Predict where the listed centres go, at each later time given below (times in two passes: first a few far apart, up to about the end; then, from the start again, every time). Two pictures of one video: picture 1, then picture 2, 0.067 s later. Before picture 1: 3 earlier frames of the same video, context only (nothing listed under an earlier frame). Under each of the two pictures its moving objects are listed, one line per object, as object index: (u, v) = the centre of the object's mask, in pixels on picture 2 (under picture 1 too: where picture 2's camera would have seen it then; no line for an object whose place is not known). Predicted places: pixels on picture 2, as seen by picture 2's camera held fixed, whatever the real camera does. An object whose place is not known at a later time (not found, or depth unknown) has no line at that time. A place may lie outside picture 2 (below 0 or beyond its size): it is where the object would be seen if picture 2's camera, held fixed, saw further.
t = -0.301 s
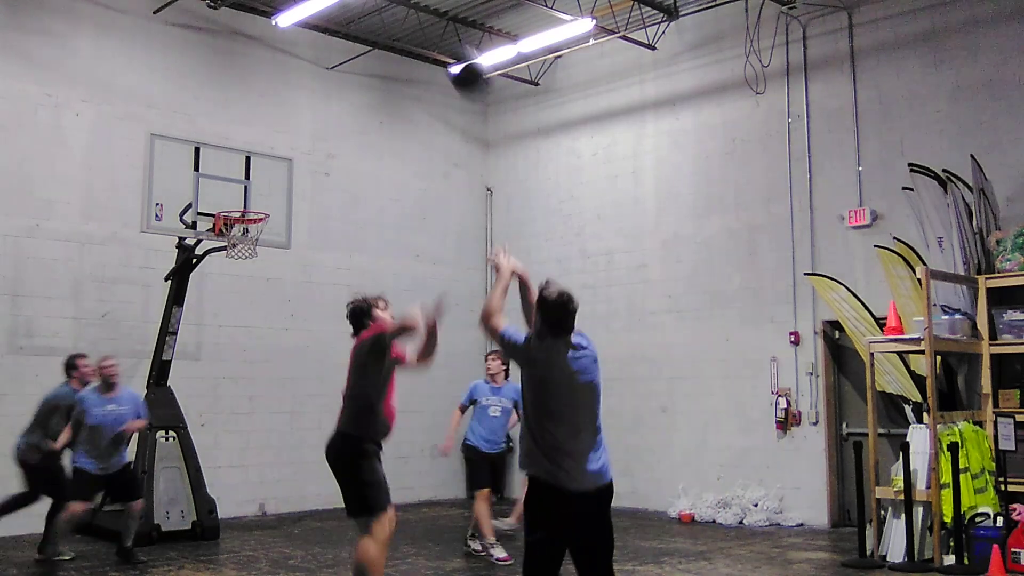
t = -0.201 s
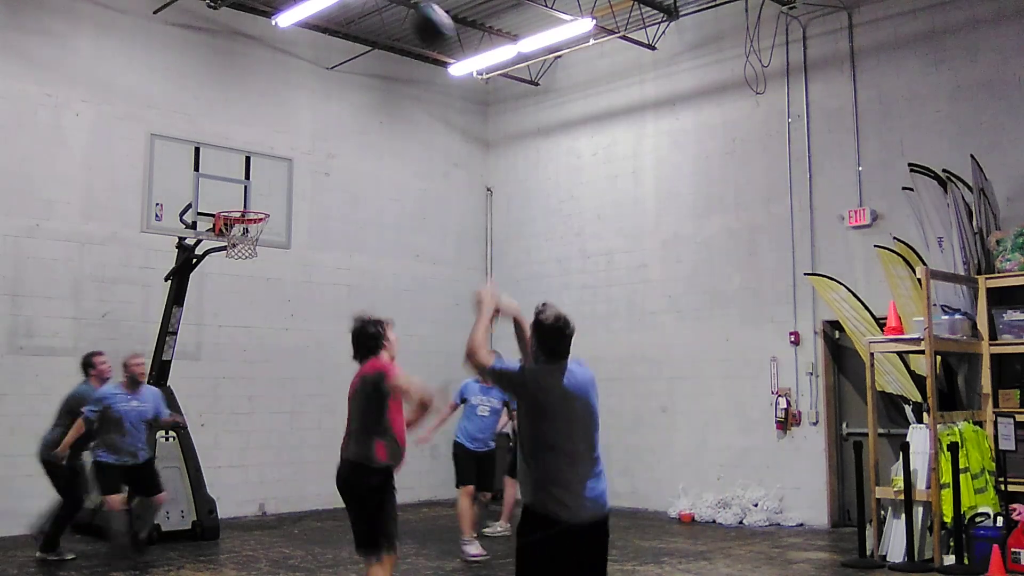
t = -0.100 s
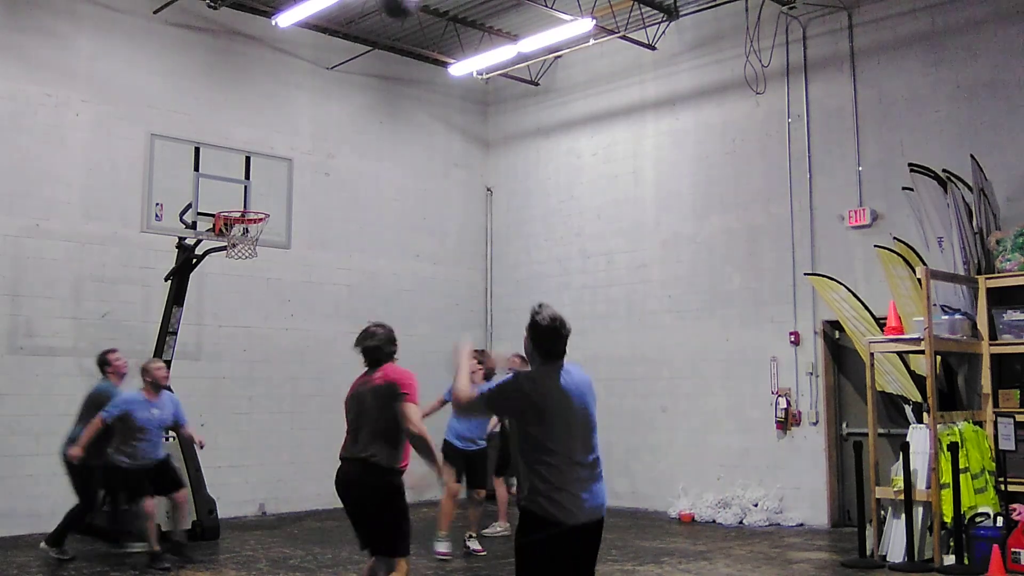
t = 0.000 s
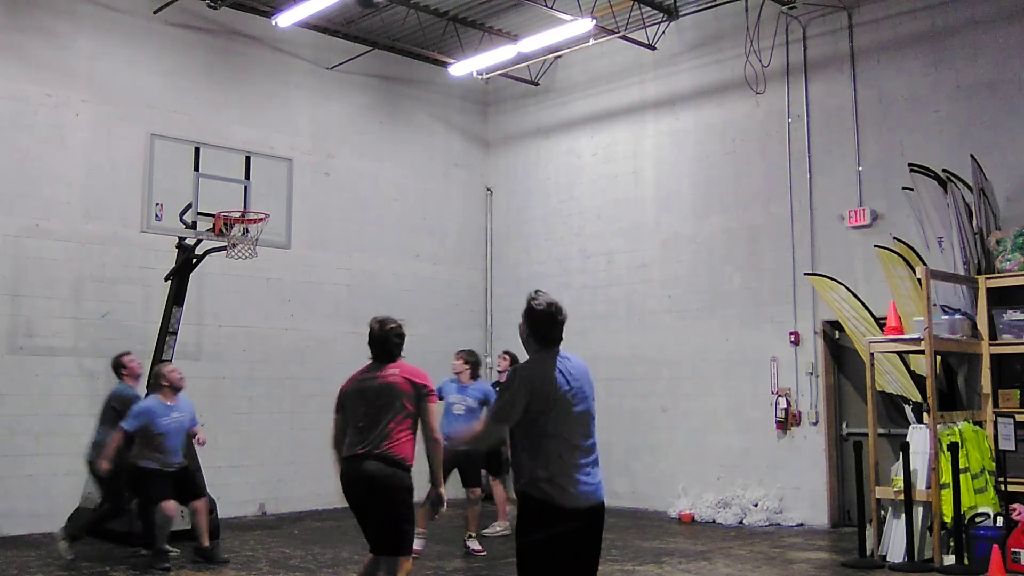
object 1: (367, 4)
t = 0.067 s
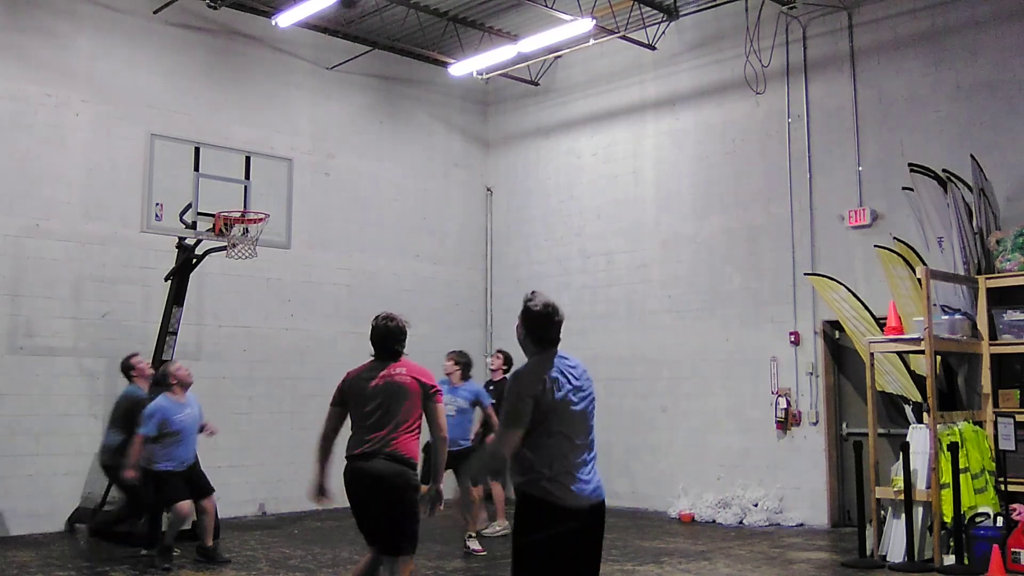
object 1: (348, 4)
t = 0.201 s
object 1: (314, 14)
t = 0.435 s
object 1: (266, 89)
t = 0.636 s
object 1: (226, 193)
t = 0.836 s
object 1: (161, 206)
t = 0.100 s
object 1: (342, 5)
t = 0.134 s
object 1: (334, 7)
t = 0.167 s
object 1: (324, 10)
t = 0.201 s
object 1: (314, 14)
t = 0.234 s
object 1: (307, 22)
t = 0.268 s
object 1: (301, 31)
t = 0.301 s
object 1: (293, 40)
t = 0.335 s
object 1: (286, 51)
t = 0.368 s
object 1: (279, 62)
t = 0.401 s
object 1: (272, 75)
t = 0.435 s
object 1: (266, 89)
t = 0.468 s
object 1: (259, 103)
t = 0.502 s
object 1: (252, 119)
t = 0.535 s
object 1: (246, 135)
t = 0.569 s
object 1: (240, 153)
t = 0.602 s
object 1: (232, 173)
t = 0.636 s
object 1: (226, 193)
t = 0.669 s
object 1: (219, 203)
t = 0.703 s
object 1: (209, 201)
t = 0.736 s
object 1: (197, 200)
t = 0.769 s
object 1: (185, 200)
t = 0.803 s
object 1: (173, 202)
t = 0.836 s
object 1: (161, 206)
